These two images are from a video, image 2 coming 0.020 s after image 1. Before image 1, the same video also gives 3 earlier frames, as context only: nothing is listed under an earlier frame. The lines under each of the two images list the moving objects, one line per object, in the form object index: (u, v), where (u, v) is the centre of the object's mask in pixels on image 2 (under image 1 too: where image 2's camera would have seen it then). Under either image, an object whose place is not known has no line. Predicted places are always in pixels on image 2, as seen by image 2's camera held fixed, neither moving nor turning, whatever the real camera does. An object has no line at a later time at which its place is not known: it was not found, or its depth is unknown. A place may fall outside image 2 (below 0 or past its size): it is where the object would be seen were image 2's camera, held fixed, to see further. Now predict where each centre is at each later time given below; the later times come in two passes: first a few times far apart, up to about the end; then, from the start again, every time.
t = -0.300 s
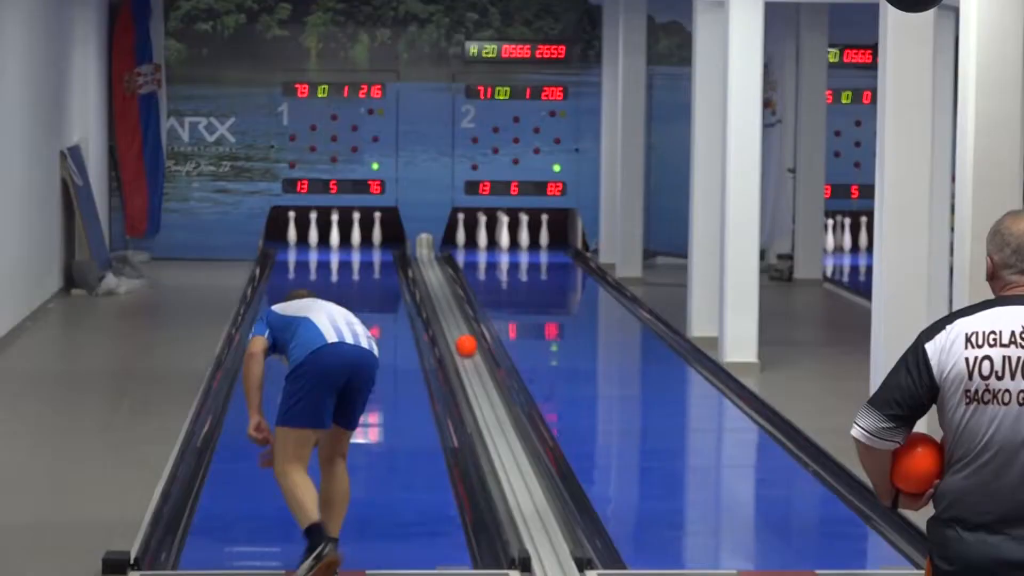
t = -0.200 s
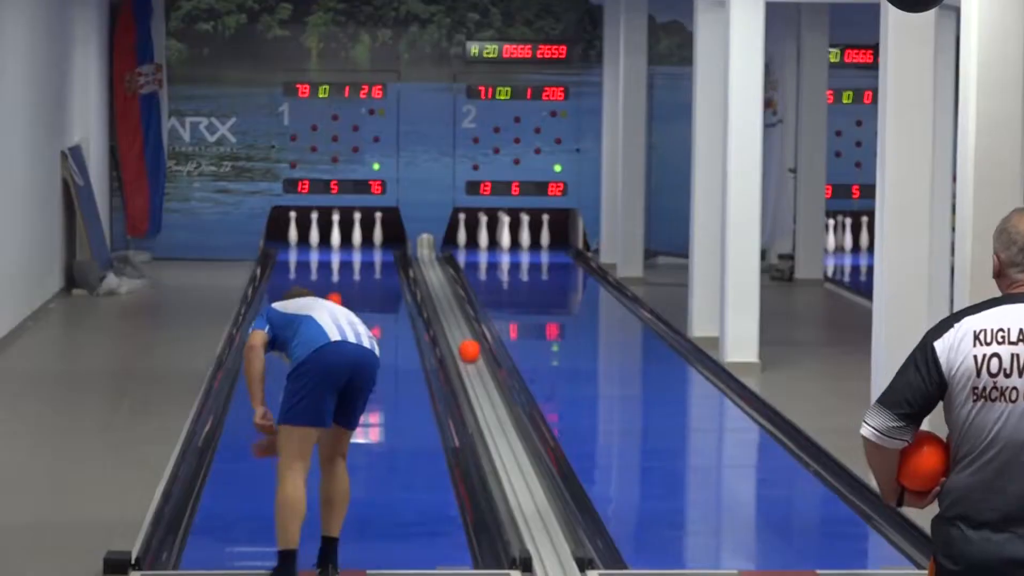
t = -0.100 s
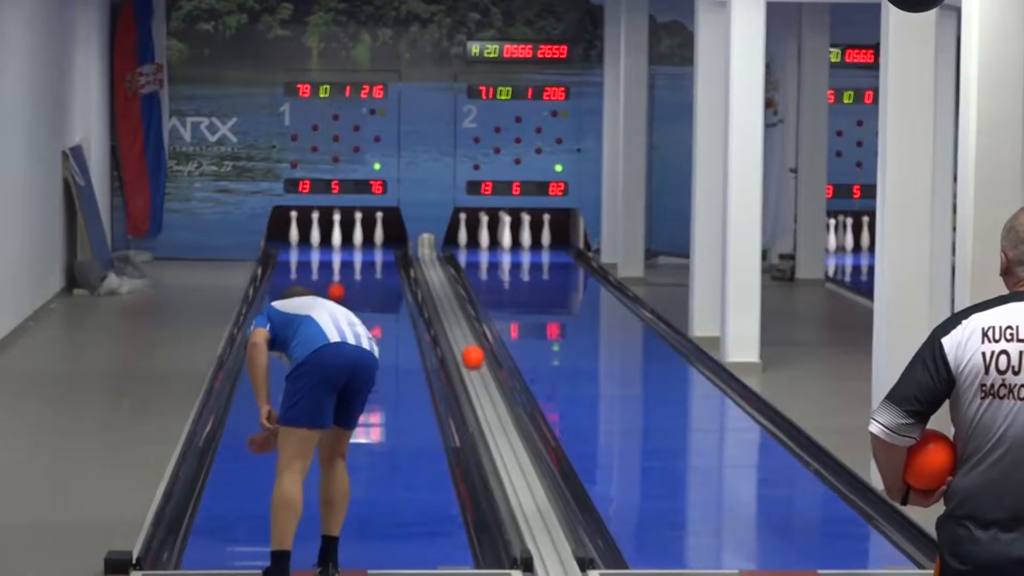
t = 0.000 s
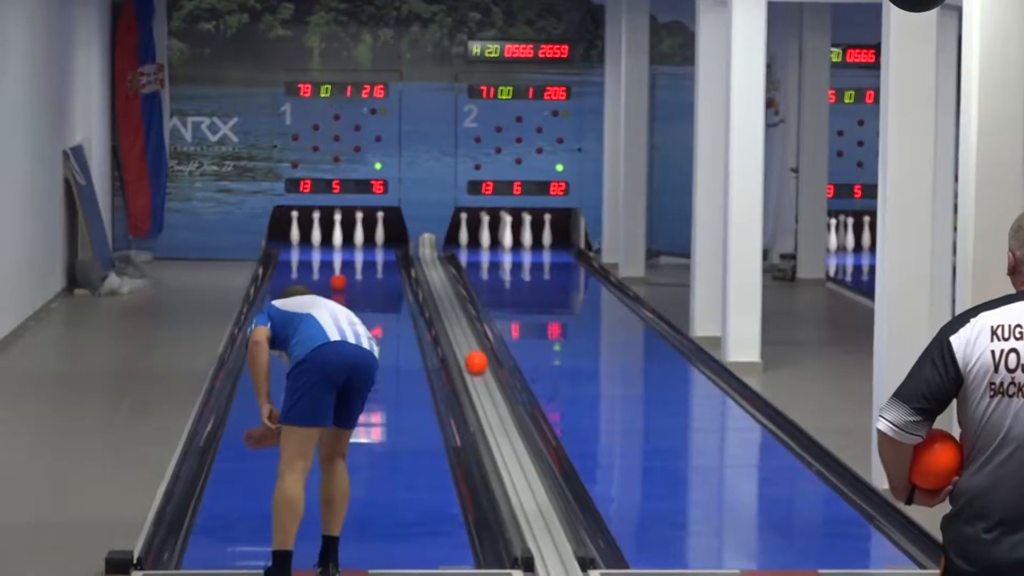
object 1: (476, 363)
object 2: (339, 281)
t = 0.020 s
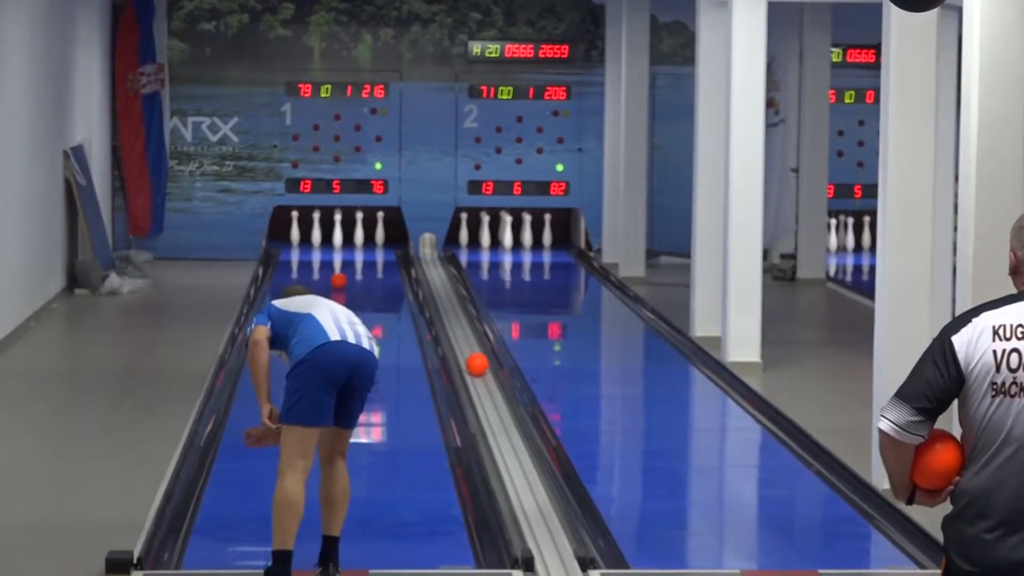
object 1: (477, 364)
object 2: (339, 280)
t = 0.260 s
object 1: (483, 379)
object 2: (340, 261)
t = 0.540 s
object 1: (492, 399)
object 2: (343, 244)
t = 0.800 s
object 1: (499, 419)
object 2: (348, 236)
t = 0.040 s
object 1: (477, 365)
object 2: (339, 277)
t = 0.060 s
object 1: (478, 366)
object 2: (339, 276)
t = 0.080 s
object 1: (479, 368)
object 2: (339, 275)
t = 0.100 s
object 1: (479, 369)
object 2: (340, 273)
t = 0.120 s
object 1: (479, 370)
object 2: (340, 271)
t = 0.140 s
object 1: (480, 371)
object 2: (340, 270)
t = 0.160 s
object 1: (481, 372)
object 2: (340, 269)
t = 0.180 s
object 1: (481, 374)
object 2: (340, 267)
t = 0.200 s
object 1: (482, 375)
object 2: (340, 266)
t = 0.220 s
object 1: (482, 376)
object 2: (340, 264)
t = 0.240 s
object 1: (482, 378)
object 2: (340, 263)
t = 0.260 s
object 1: (483, 379)
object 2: (340, 261)
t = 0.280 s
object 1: (484, 380)
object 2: (341, 260)
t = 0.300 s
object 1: (484, 381)
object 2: (341, 259)
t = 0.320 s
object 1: (485, 383)
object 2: (341, 258)
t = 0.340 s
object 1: (485, 384)
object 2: (341, 257)
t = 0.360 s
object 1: (486, 386)
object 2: (341, 255)
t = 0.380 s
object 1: (487, 387)
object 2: (342, 255)
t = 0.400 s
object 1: (487, 388)
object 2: (342, 253)
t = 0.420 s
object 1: (488, 390)
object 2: (342, 251)
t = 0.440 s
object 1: (489, 391)
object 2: (342, 249)
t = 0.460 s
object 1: (489, 393)
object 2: (342, 248)
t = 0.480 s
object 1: (490, 394)
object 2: (342, 247)
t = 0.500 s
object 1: (490, 396)
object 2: (342, 246)
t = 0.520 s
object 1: (491, 397)
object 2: (342, 245)
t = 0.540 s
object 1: (492, 399)
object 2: (343, 244)
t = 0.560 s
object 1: (492, 400)
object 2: (343, 243)
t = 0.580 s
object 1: (493, 401)
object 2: (343, 241)
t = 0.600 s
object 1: (494, 403)
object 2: (345, 241)
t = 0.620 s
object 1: (494, 404)
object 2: (348, 240)
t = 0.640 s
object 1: (495, 406)
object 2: (350, 239)
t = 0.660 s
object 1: (496, 407)
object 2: (350, 239)
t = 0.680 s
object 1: (496, 409)
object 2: (350, 238)
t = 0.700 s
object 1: (497, 411)
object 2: (350, 238)
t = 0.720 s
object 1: (497, 412)
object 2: (350, 238)
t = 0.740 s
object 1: (498, 414)
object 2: (350, 238)
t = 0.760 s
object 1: (498, 415)
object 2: (350, 237)
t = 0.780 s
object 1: (499, 417)
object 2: (349, 237)
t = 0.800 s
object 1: (499, 419)
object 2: (348, 236)
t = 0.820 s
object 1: (500, 420)
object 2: (348, 236)
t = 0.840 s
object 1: (501, 422)
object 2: (348, 235)
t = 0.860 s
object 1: (501, 424)
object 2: (347, 235)
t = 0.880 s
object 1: (502, 425)
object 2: (347, 235)
